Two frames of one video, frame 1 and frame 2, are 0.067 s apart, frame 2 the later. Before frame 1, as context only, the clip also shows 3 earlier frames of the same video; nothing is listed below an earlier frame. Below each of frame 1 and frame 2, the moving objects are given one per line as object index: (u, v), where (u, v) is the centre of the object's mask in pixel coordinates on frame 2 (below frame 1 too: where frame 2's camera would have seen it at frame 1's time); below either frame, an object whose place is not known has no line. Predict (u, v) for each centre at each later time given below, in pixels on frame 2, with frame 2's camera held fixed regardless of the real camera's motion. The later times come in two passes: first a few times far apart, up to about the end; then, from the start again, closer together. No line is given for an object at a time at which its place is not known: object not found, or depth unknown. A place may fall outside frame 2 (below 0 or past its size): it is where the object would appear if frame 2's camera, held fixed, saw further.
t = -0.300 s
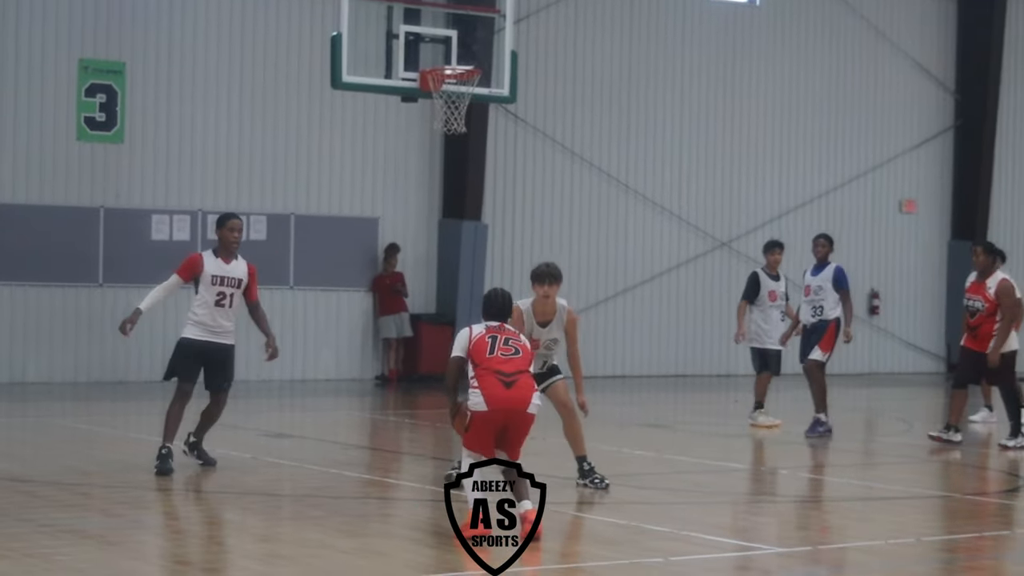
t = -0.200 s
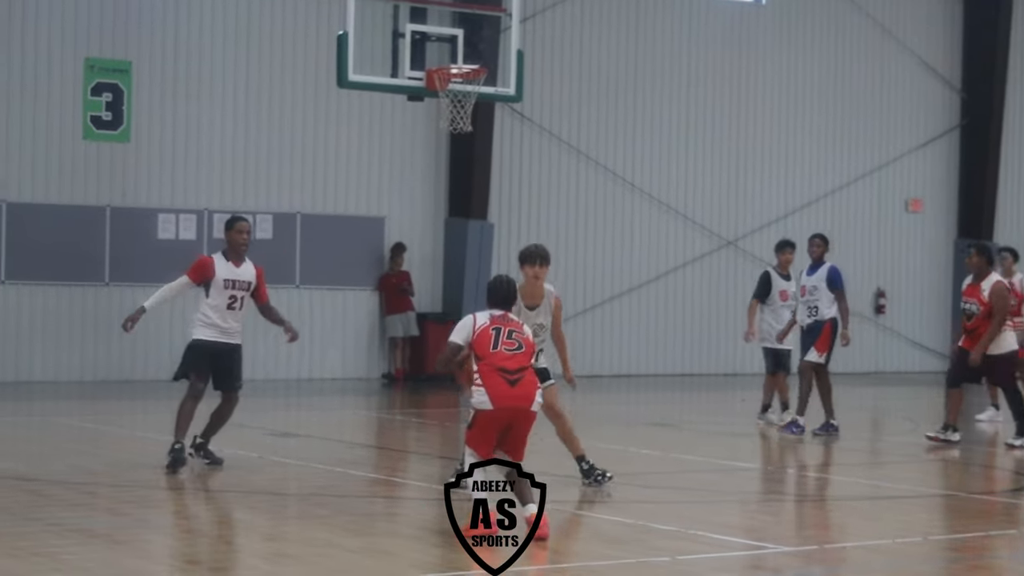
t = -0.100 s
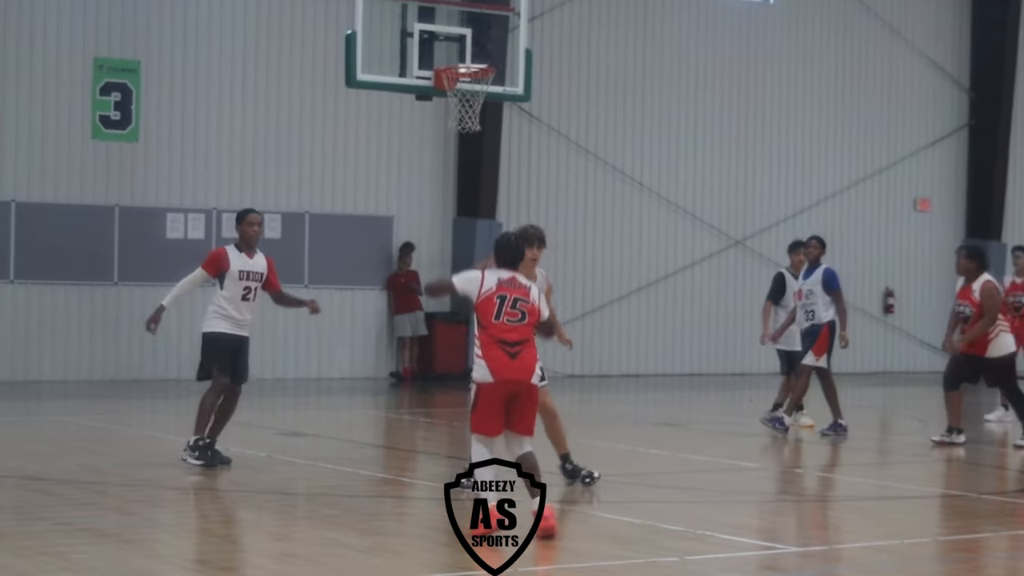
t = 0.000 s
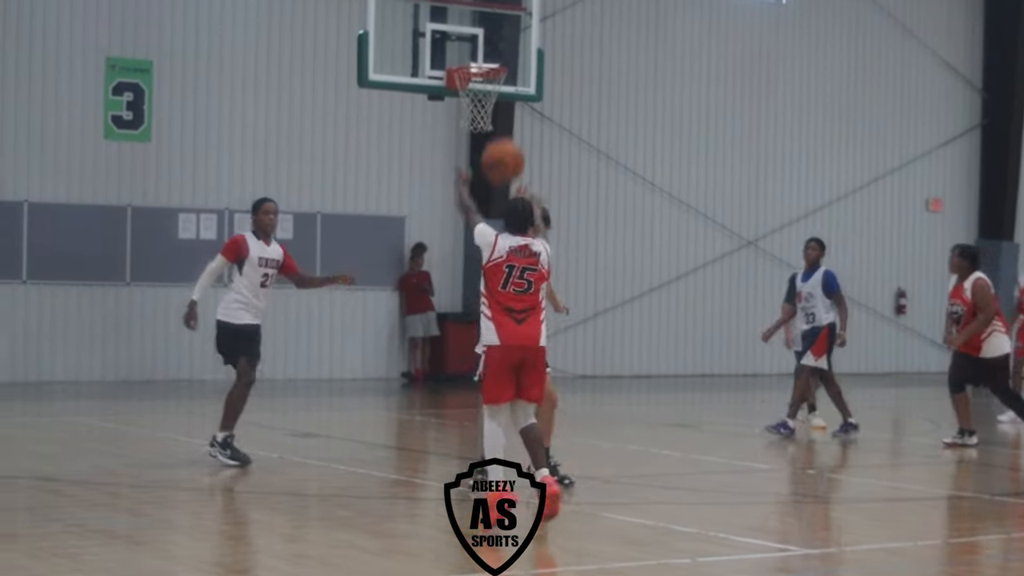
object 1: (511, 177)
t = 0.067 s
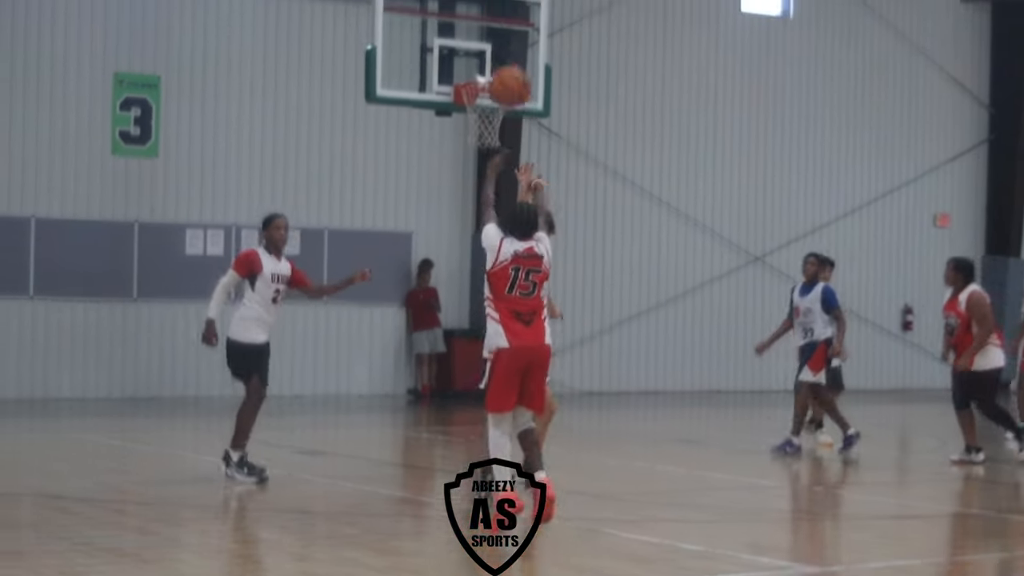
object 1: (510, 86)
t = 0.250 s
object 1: (509, -102)
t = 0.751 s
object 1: (509, -278)
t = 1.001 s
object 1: (502, -221)
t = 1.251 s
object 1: (494, -96)
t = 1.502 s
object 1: (482, 78)
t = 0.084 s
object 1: (510, 67)
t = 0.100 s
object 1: (509, 48)
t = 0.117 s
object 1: (508, 28)
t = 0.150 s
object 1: (508, -7)
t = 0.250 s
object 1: (509, -102)
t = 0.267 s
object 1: (509, -115)
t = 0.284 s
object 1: (509, -129)
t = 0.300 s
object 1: (510, -141)
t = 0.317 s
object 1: (510, -154)
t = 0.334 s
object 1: (510, -165)
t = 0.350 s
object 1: (510, -176)
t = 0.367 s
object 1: (511, -186)
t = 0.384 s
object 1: (510, -195)
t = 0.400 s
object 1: (510, -204)
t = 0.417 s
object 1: (510, -212)
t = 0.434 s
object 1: (511, -220)
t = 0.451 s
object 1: (511, -227)
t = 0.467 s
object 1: (511, -233)
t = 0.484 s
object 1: (511, -239)
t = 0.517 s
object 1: (511, -251)
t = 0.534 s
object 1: (511, -256)
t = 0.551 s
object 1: (511, -260)
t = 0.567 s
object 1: (511, -264)
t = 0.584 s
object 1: (511, -267)
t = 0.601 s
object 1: (511, -270)
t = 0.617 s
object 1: (511, -273)
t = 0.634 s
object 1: (511, -275)
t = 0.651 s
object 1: (511, -277)
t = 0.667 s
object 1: (510, -278)
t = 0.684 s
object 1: (510, -278)
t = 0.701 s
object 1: (510, -279)
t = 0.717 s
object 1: (510, -279)
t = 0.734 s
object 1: (509, -279)
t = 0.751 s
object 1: (509, -278)
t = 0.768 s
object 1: (509, -277)
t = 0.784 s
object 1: (508, -275)
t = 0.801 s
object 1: (508, -273)
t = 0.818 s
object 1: (508, -270)
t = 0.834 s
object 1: (507, -268)
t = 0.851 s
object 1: (507, -265)
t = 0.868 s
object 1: (506, -261)
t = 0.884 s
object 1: (506, -257)
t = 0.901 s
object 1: (505, -253)
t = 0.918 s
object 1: (505, -248)
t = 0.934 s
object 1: (504, -244)
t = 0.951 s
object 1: (504, -239)
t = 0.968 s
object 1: (504, -233)
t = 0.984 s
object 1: (503, -228)
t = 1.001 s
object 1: (502, -221)
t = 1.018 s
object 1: (502, -215)
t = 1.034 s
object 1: (501, -208)
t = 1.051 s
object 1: (500, -201)
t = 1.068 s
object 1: (499, -194)
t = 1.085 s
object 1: (499, -186)
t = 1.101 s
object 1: (498, -178)
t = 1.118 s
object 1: (498, -170)
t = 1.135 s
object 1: (497, -162)
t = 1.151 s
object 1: (497, -153)
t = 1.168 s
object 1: (496, -144)
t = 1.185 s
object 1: (496, -135)
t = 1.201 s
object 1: (495, -126)
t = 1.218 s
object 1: (494, -116)
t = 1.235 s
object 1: (494, -106)
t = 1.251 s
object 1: (494, -96)
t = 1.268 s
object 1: (493, -85)
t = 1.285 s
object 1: (492, -75)
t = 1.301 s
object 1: (492, -64)
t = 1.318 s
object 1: (490, -53)
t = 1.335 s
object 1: (490, -42)
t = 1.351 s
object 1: (489, -31)
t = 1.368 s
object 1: (488, -20)
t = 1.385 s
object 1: (487, -7)
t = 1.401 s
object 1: (487, 5)
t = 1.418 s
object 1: (486, 17)
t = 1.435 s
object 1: (485, 30)
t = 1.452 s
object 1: (484, 43)
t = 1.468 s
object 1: (483, 56)
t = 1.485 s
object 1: (481, 70)
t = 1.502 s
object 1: (482, 78)
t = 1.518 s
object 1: (483, 91)
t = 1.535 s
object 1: (485, 97)
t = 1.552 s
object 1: (485, 101)
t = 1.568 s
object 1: (488, 111)
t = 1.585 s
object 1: (489, 115)
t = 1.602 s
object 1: (491, 116)
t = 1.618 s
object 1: (492, 116)
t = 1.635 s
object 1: (495, 116)
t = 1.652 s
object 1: (497, 115)
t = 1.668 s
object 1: (500, 115)
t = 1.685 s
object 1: (501, 115)
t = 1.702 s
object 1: (503, 115)
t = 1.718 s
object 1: (504, 116)
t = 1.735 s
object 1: (504, 117)
